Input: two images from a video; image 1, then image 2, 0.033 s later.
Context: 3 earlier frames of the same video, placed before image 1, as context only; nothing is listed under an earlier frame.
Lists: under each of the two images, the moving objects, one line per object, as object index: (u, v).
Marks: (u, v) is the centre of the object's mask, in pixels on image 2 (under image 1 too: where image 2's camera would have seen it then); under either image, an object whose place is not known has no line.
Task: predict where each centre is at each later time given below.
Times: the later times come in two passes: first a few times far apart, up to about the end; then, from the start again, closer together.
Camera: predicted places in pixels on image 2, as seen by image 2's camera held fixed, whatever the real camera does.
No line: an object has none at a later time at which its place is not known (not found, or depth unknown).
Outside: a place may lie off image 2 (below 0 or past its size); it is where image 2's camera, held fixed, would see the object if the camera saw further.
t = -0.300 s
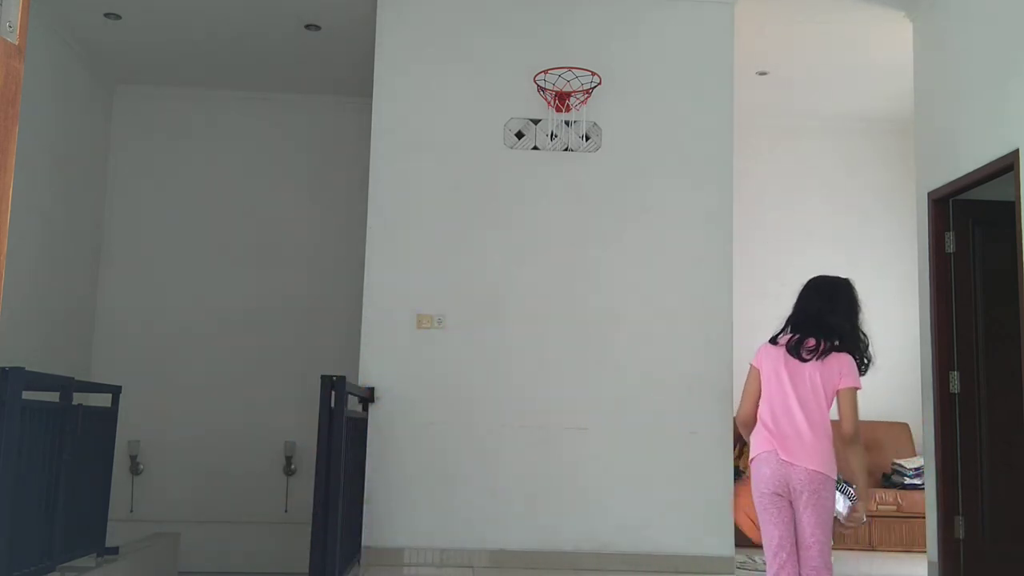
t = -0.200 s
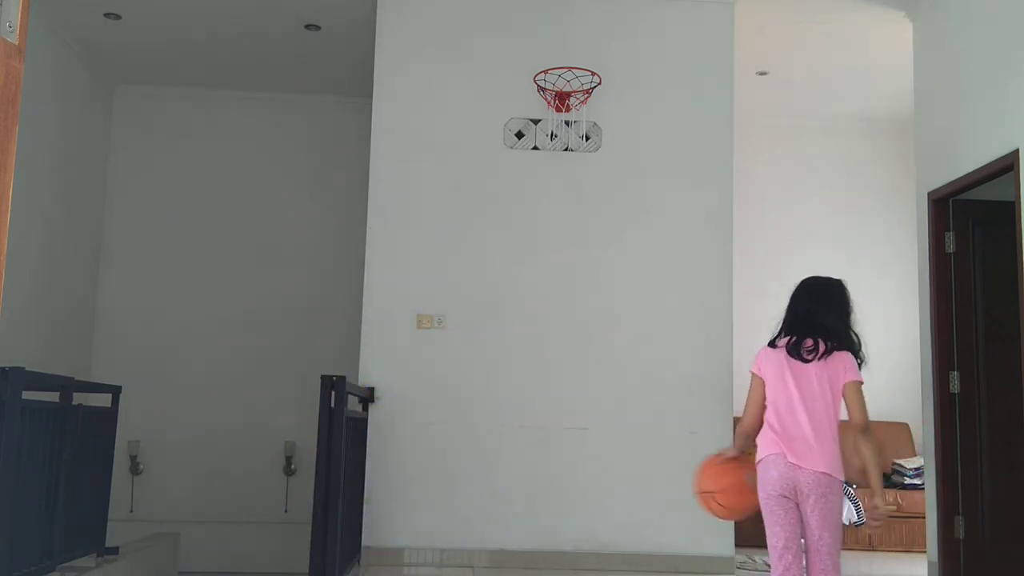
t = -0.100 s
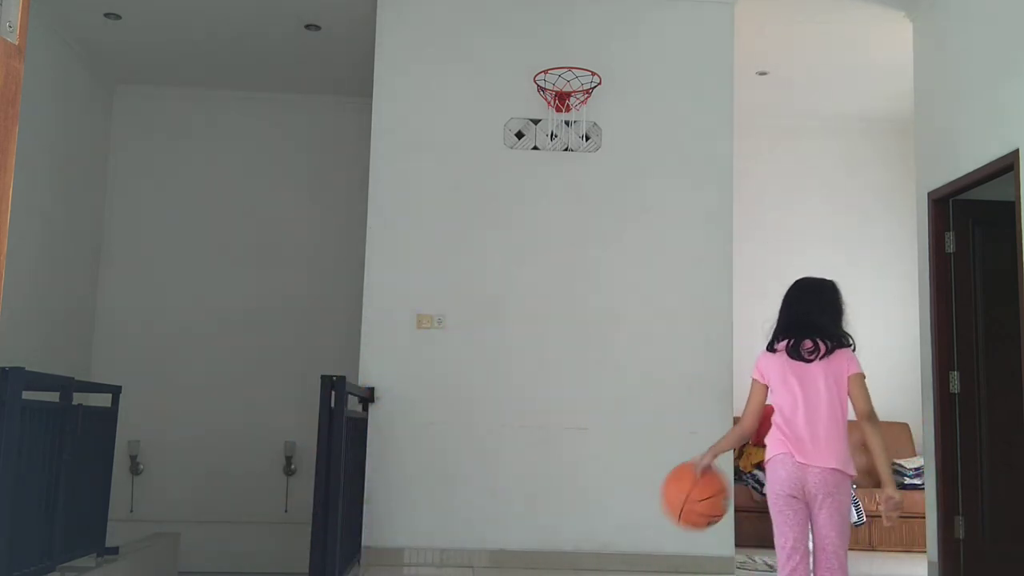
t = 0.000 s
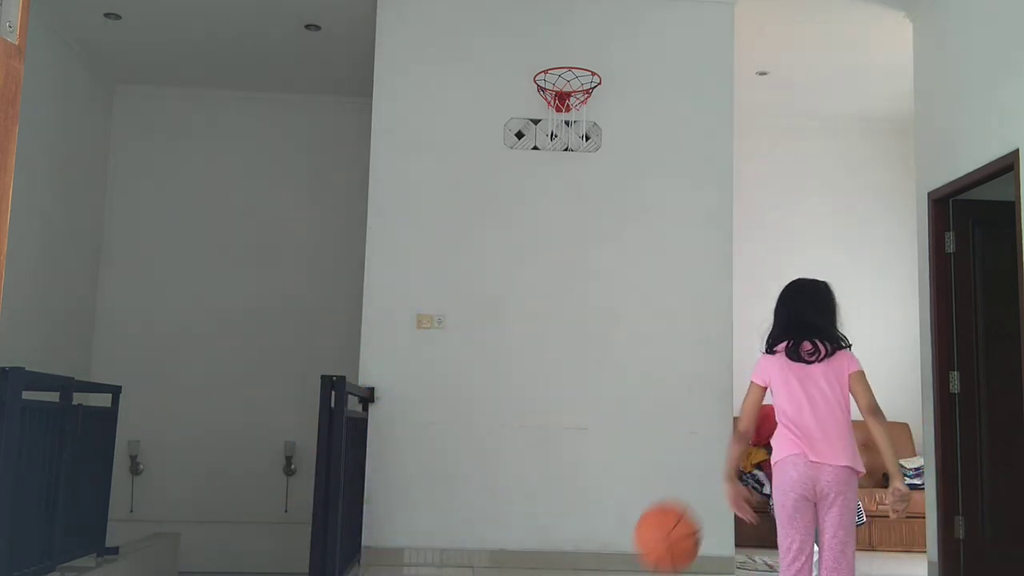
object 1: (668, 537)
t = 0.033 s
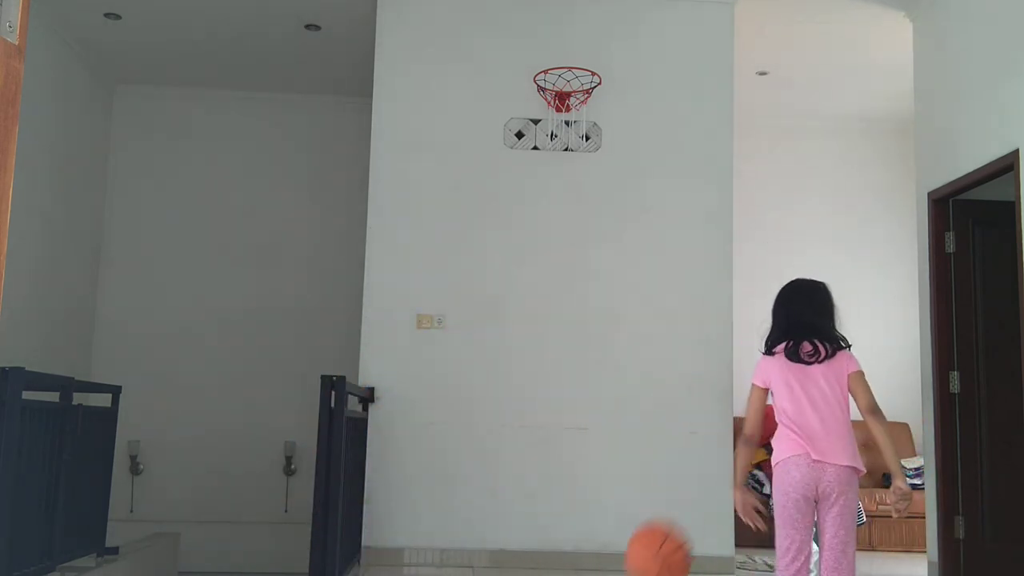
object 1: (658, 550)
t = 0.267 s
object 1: (602, 534)
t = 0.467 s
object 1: (560, 495)
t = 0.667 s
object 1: (519, 552)
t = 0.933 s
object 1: (470, 514)
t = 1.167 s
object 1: (429, 523)
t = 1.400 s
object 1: (390, 540)
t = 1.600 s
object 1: (374, 510)
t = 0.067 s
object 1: (649, 562)
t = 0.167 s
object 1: (621, 567)
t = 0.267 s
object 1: (602, 534)
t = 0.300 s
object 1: (595, 520)
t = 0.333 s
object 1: (588, 509)
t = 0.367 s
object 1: (581, 502)
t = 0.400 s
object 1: (574, 497)
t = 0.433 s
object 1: (567, 495)
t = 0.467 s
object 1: (560, 495)
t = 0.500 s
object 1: (553, 499)
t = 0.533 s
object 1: (546, 505)
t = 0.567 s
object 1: (539, 513)
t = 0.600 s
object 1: (532, 525)
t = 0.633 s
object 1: (525, 540)
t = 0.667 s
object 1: (519, 552)
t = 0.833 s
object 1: (487, 547)
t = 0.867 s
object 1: (481, 534)
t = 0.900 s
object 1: (476, 522)
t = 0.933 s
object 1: (470, 514)
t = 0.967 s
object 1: (464, 508)
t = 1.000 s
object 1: (459, 504)
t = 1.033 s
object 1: (453, 503)
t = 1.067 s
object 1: (447, 505)
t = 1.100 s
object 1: (441, 509)
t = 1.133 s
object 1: (435, 515)
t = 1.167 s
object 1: (429, 523)
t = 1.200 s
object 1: (423, 535)
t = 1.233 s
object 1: (417, 549)
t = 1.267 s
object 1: (412, 558)
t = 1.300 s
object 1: (405, 566)
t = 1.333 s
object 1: (399, 560)
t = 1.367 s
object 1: (394, 552)
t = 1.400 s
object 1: (390, 540)
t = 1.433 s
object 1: (384, 530)
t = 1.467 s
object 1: (379, 522)
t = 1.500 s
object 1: (374, 516)
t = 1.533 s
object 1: (369, 512)
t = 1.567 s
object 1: (368, 511)
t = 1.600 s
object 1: (374, 510)
